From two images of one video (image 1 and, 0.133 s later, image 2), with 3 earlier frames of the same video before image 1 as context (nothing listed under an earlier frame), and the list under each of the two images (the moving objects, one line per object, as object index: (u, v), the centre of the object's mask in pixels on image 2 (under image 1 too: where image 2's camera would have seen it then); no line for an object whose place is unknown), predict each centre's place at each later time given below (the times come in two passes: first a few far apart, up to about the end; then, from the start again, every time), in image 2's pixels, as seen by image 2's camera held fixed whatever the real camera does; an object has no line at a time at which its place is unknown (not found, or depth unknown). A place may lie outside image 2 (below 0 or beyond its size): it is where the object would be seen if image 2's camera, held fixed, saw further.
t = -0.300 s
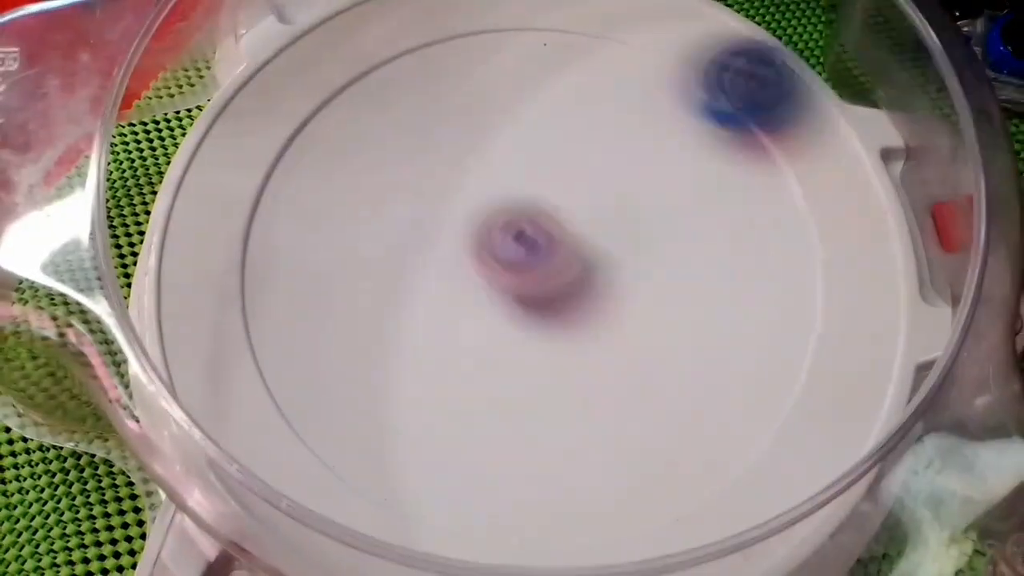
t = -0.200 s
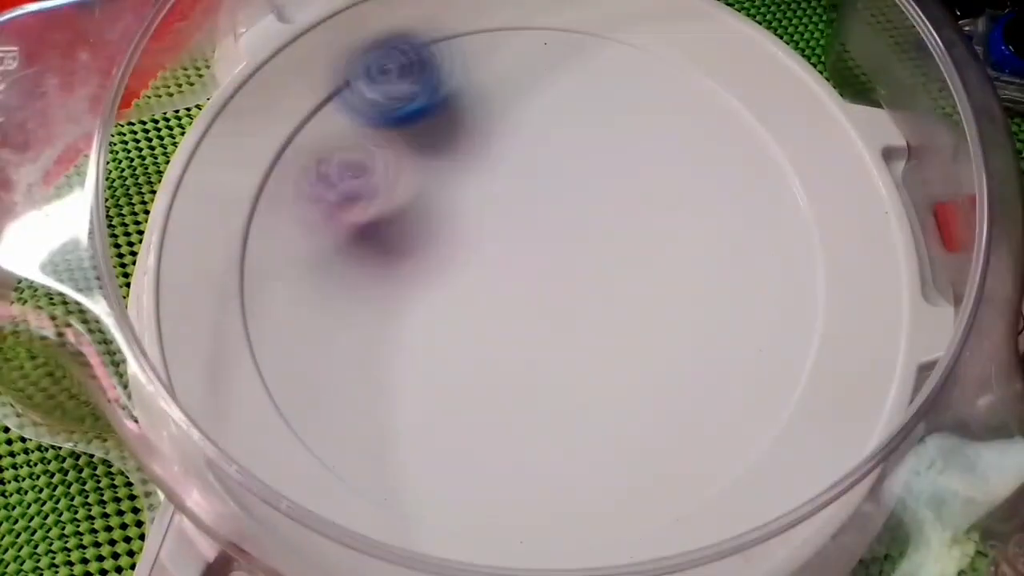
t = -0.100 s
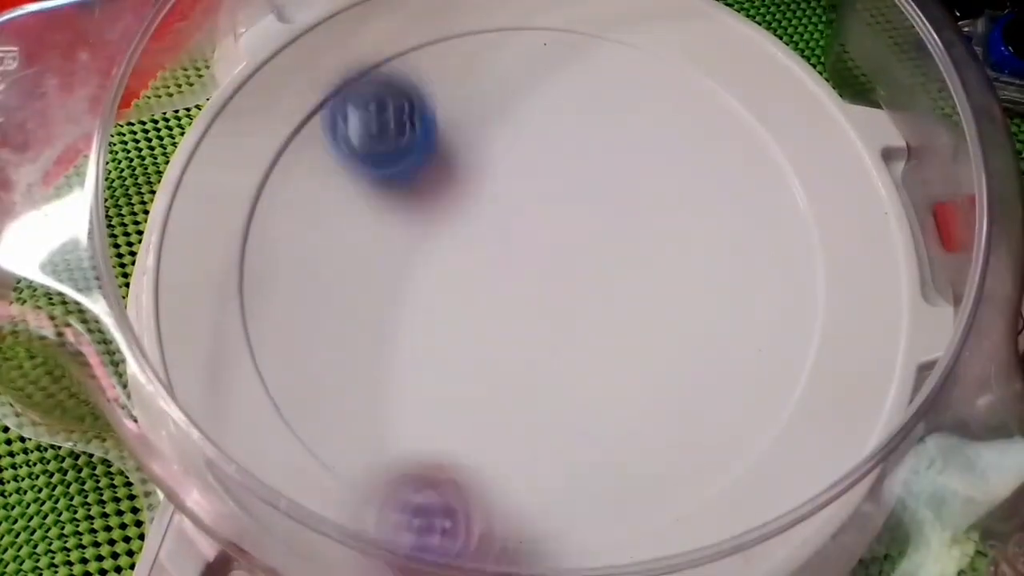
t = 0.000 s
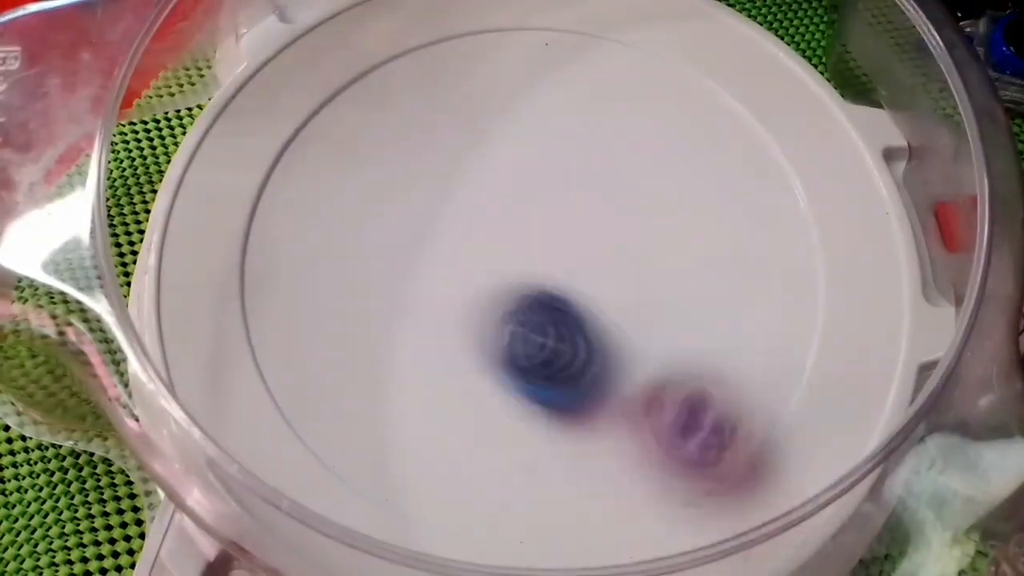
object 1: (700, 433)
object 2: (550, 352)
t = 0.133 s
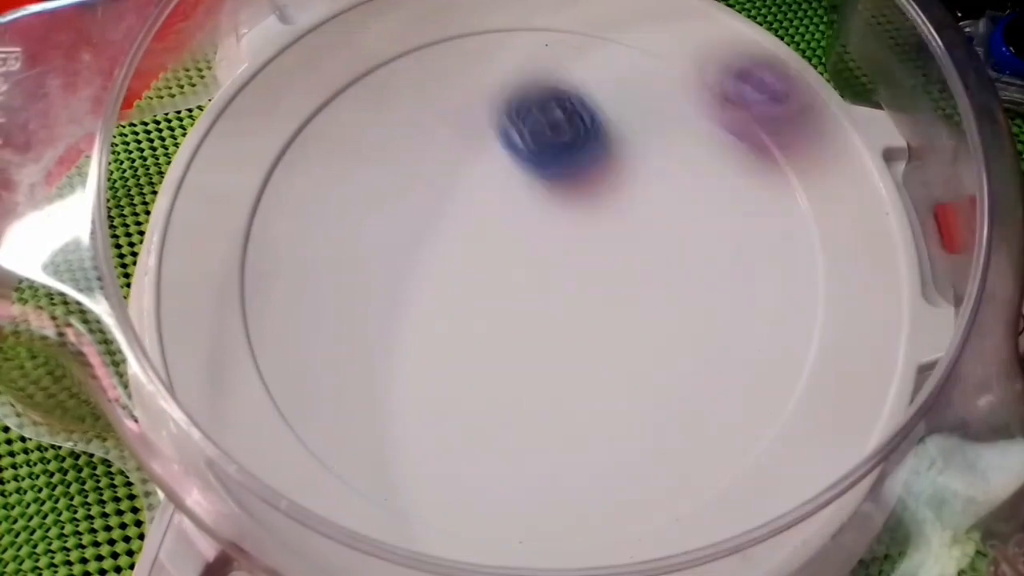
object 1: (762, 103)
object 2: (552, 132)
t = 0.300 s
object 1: (339, 33)
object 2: (206, 249)
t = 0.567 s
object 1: (712, 388)
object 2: (723, 63)
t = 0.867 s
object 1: (493, 13)
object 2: (678, 493)
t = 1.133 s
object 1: (636, 499)
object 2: (386, 112)
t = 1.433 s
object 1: (684, 58)
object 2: (619, 281)
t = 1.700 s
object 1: (489, 508)
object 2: (437, 134)
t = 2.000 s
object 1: (555, 90)
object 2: (863, 338)
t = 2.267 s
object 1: (326, 387)
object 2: (382, 218)
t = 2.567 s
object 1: (636, 241)
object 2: (566, 151)
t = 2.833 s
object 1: (498, 255)
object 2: (412, 163)
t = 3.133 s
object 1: (613, 347)
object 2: (615, 170)
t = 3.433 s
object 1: (419, 216)
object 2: (580, 142)
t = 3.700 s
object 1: (524, 244)
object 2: (611, 364)
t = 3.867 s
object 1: (623, 196)
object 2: (576, 336)
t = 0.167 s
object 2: (500, 73)
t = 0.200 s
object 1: (528, 14)
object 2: (401, 53)
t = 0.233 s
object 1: (439, 16)
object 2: (291, 108)
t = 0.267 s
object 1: (411, 21)
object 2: (249, 144)
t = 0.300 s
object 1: (339, 33)
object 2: (206, 249)
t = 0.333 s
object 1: (292, 59)
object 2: (233, 362)
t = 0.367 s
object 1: (267, 117)
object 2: (344, 447)
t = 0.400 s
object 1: (273, 196)
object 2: (497, 477)
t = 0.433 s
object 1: (287, 238)
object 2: (573, 460)
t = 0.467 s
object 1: (349, 329)
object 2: (697, 388)
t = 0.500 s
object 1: (446, 393)
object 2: (766, 281)
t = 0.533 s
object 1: (582, 418)
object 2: (778, 163)
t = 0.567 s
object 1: (712, 388)
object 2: (723, 63)
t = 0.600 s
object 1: (767, 350)
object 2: (678, 29)
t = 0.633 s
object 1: (830, 259)
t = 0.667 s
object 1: (807, 156)
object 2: (506, 16)
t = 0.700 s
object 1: (761, 73)
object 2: (419, 65)
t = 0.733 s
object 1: (704, 29)
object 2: (369, 174)
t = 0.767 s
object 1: (677, 20)
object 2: (367, 240)
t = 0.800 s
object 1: (616, 10)
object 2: (411, 368)
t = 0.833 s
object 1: (552, 8)
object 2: (529, 469)
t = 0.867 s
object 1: (493, 13)
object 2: (678, 493)
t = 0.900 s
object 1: (435, 26)
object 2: (803, 438)
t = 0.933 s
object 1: (404, 42)
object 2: (848, 406)
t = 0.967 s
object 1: (349, 113)
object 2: (854, 327)
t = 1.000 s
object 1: (318, 215)
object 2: (777, 242)
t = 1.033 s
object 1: (346, 349)
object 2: (681, 169)
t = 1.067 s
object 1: (433, 462)
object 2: (570, 125)
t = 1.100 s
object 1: (496, 501)
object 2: (510, 113)
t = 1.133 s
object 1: (636, 499)
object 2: (386, 112)
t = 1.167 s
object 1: (770, 441)
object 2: (271, 142)
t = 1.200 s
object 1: (852, 361)
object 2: (204, 218)
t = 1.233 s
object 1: (884, 288)
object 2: (179, 307)
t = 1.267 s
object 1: (883, 253)
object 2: (194, 348)
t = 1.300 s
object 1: (869, 193)
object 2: (258, 401)
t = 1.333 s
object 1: (835, 142)
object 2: (387, 413)
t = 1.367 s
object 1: (789, 100)
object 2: (504, 381)
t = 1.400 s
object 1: (724, 68)
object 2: (589, 319)
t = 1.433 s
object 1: (684, 58)
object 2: (619, 281)
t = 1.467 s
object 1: (589, 52)
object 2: (658, 194)
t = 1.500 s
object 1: (484, 73)
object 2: (663, 107)
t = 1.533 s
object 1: (384, 121)
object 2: (639, 36)
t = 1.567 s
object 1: (303, 201)
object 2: (587, 18)
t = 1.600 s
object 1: (276, 261)
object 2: (565, 12)
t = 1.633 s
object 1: (278, 376)
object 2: (509, 11)
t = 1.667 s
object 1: (375, 467)
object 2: (467, 45)
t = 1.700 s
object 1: (489, 508)
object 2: (437, 134)
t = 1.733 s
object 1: (593, 502)
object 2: (441, 225)
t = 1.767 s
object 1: (631, 487)
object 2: (455, 275)
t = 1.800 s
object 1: (701, 434)
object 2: (508, 364)
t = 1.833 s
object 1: (740, 370)
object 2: (595, 439)
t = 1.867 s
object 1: (750, 295)
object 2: (695, 472)
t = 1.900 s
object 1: (721, 215)
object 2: (768, 440)
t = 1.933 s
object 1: (697, 182)
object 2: (800, 425)
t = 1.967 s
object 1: (636, 130)
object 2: (849, 386)
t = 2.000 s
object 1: (555, 90)
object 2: (863, 338)
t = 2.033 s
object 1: (472, 82)
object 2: (835, 286)
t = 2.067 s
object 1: (403, 97)
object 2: (768, 233)
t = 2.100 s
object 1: (371, 114)
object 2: (728, 214)
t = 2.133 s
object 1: (325, 156)
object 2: (645, 191)
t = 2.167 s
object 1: (303, 208)
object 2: (556, 187)
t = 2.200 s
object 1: (309, 266)
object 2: (467, 199)
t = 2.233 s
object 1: (331, 325)
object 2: (392, 219)
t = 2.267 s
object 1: (326, 387)
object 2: (382, 218)
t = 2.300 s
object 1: (372, 469)
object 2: (367, 219)
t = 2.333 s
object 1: (477, 488)
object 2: (366, 226)
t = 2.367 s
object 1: (552, 477)
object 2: (379, 233)
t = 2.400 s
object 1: (603, 446)
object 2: (409, 239)
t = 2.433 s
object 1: (622, 429)
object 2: (430, 244)
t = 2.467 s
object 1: (645, 390)
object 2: (475, 236)
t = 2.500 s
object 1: (658, 342)
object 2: (519, 216)
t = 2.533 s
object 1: (654, 292)
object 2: (551, 183)
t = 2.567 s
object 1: (636, 241)
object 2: (566, 151)
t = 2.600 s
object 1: (624, 218)
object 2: (565, 134)
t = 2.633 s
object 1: (606, 214)
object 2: (546, 81)
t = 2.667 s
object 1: (585, 210)
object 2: (509, 40)
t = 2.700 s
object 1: (561, 212)
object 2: (468, 33)
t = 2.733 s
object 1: (539, 215)
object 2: (425, 52)
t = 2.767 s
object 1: (529, 217)
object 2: (411, 70)
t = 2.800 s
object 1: (508, 225)
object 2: (403, 125)
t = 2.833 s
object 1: (498, 255)
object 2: (412, 163)
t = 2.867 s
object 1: (519, 309)
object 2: (409, 165)
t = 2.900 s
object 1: (539, 345)
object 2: (415, 175)
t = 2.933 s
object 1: (550, 359)
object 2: (423, 182)
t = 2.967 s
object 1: (570, 381)
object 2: (450, 198)
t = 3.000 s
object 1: (589, 392)
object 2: (491, 209)
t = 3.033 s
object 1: (606, 392)
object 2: (535, 209)
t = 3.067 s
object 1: (616, 379)
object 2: (576, 198)
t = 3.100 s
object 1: (616, 370)
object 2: (592, 190)
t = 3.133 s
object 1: (613, 347)
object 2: (615, 170)
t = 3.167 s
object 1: (602, 319)
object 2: (620, 156)
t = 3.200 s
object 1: (585, 289)
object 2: (615, 153)
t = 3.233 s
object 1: (564, 254)
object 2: (604, 159)
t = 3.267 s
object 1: (543, 248)
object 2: (608, 156)
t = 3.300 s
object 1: (506, 245)
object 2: (616, 135)
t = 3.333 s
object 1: (475, 233)
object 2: (612, 123)
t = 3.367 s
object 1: (446, 223)
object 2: (601, 124)
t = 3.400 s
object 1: (426, 217)
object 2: (588, 135)
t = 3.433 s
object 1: (419, 216)
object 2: (580, 142)
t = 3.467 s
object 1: (406, 214)
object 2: (566, 172)
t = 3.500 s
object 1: (405, 215)
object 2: (558, 206)
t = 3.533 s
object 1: (414, 220)
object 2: (556, 245)
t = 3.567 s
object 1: (427, 225)
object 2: (561, 281)
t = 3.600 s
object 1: (438, 229)
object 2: (565, 299)
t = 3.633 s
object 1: (462, 235)
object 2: (578, 331)
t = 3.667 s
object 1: (493, 241)
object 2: (595, 354)
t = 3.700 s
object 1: (524, 244)
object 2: (611, 364)
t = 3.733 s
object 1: (556, 246)
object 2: (615, 355)
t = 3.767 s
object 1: (569, 246)
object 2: (614, 352)
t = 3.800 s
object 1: (596, 227)
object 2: (607, 351)
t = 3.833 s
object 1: (613, 207)
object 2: (594, 346)
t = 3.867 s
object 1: (623, 196)
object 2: (576, 336)
